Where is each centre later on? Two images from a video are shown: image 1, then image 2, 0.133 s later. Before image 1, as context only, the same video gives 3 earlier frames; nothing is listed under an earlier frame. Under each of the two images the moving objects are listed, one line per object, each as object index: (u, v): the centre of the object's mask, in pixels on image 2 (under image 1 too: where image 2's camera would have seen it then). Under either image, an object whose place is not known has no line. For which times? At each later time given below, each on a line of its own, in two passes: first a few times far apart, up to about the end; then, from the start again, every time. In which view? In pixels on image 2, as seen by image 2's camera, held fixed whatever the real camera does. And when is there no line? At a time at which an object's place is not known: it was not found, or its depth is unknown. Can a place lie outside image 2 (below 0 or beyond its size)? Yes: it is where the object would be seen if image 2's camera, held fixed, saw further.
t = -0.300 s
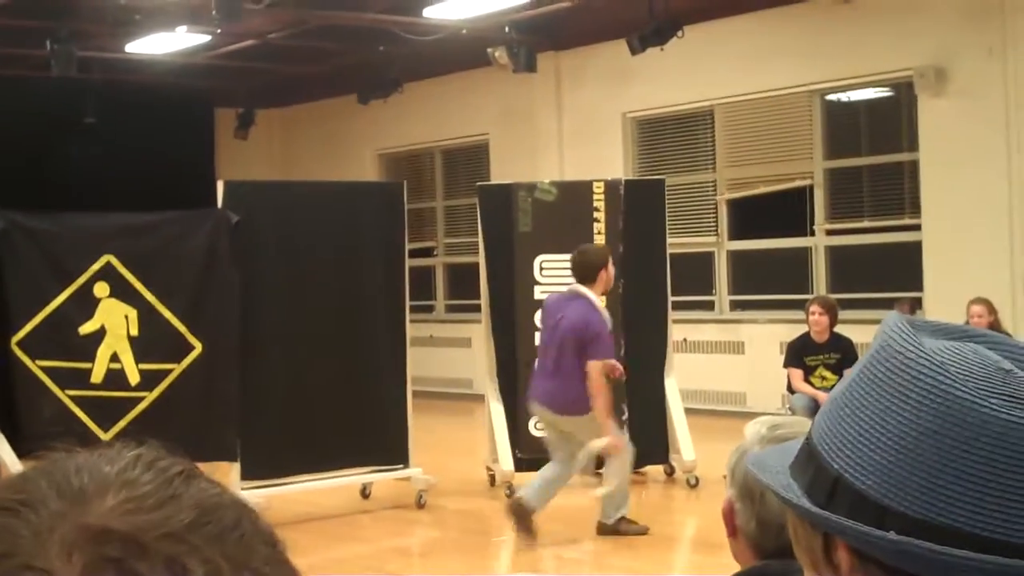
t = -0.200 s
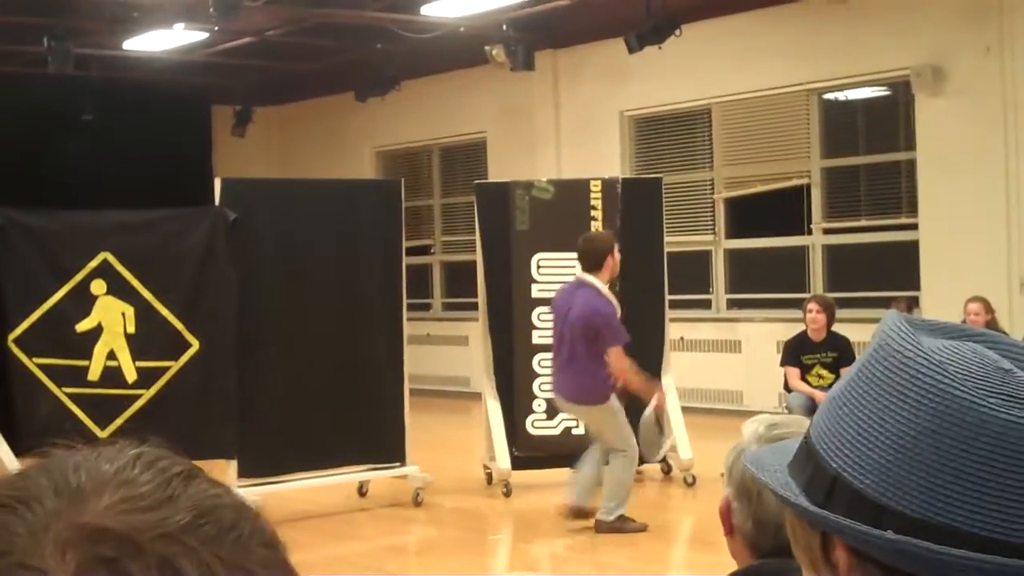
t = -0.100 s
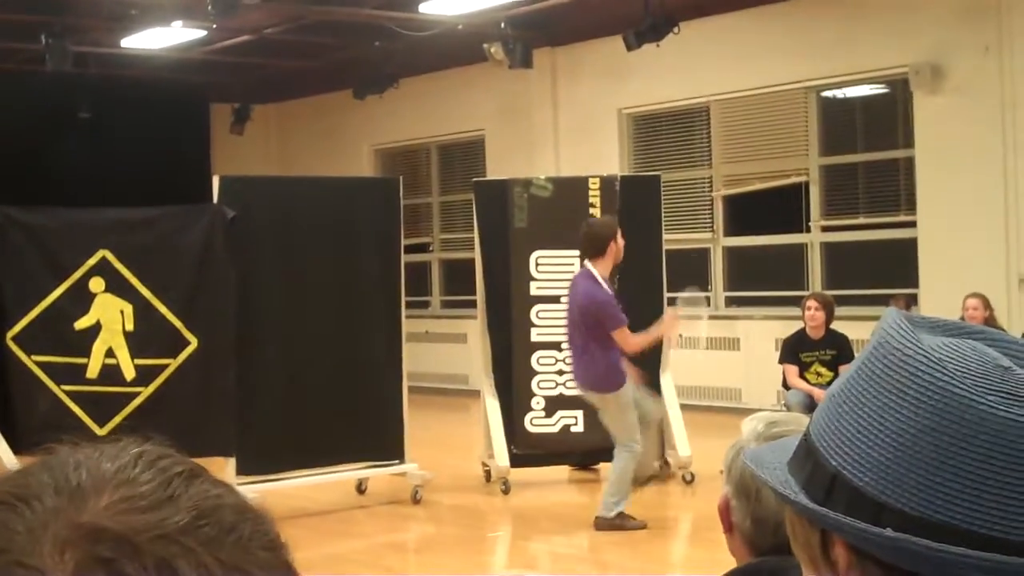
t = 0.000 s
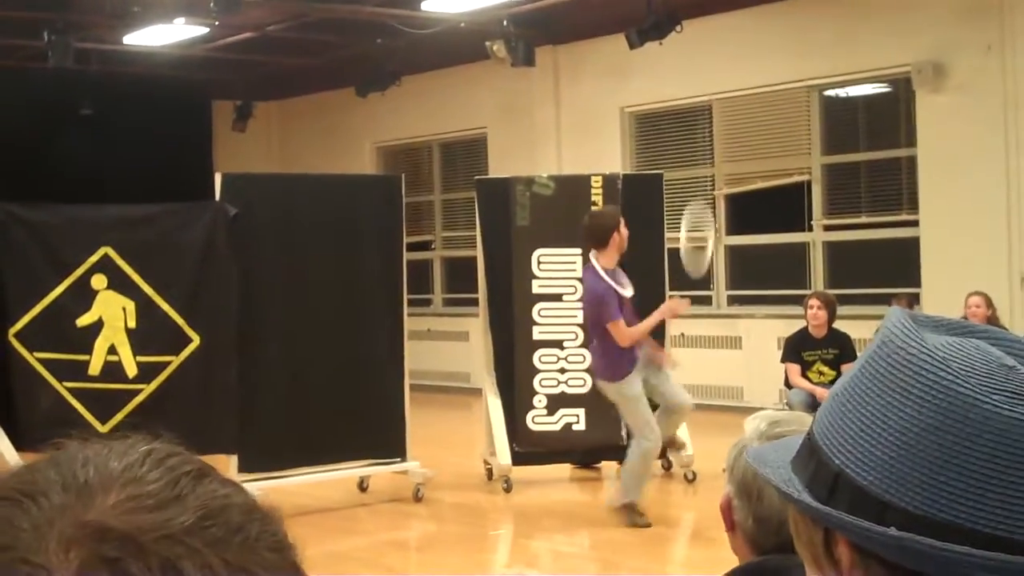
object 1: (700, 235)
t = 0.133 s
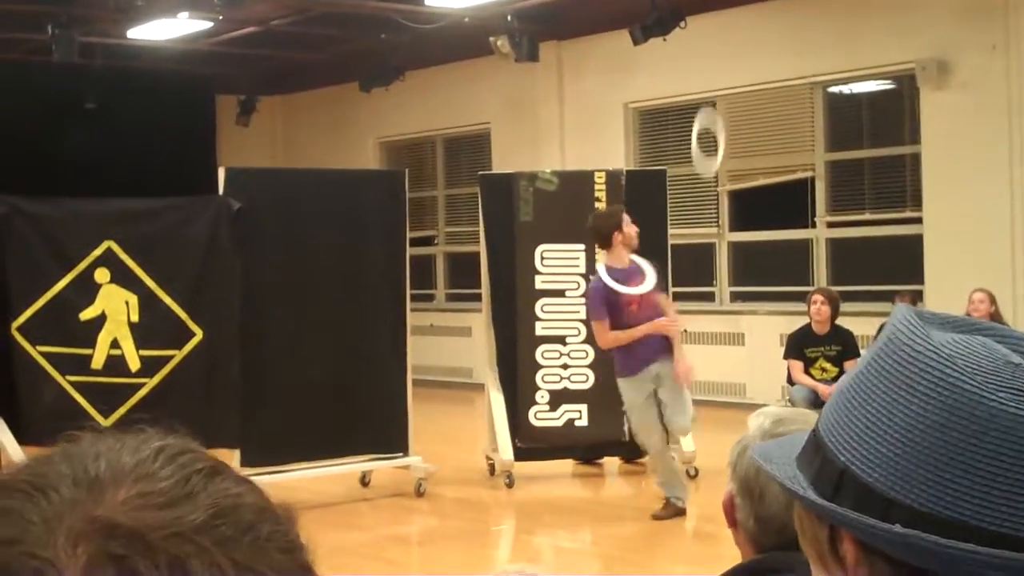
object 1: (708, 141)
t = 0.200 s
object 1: (713, 109)
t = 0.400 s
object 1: (729, 50)
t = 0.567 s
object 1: (741, 54)
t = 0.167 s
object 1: (711, 125)
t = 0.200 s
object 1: (713, 109)
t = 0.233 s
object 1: (716, 95)
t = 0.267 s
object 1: (718, 82)
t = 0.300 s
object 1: (721, 71)
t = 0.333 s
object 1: (724, 62)
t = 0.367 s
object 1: (727, 55)
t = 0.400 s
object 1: (729, 50)
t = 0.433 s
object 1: (731, 47)
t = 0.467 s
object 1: (734, 46)
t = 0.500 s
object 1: (736, 47)
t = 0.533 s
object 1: (738, 50)
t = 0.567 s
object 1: (741, 54)
